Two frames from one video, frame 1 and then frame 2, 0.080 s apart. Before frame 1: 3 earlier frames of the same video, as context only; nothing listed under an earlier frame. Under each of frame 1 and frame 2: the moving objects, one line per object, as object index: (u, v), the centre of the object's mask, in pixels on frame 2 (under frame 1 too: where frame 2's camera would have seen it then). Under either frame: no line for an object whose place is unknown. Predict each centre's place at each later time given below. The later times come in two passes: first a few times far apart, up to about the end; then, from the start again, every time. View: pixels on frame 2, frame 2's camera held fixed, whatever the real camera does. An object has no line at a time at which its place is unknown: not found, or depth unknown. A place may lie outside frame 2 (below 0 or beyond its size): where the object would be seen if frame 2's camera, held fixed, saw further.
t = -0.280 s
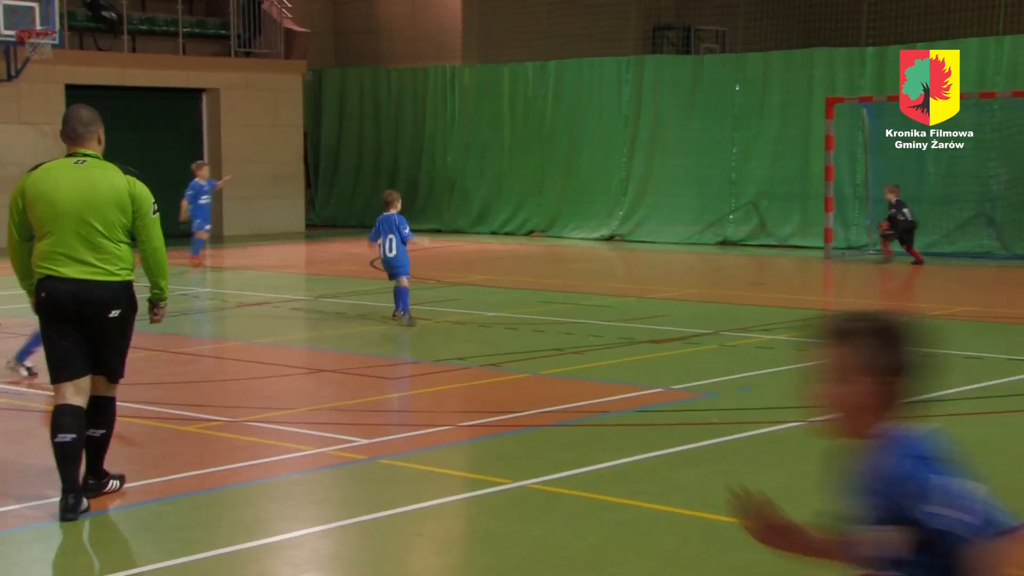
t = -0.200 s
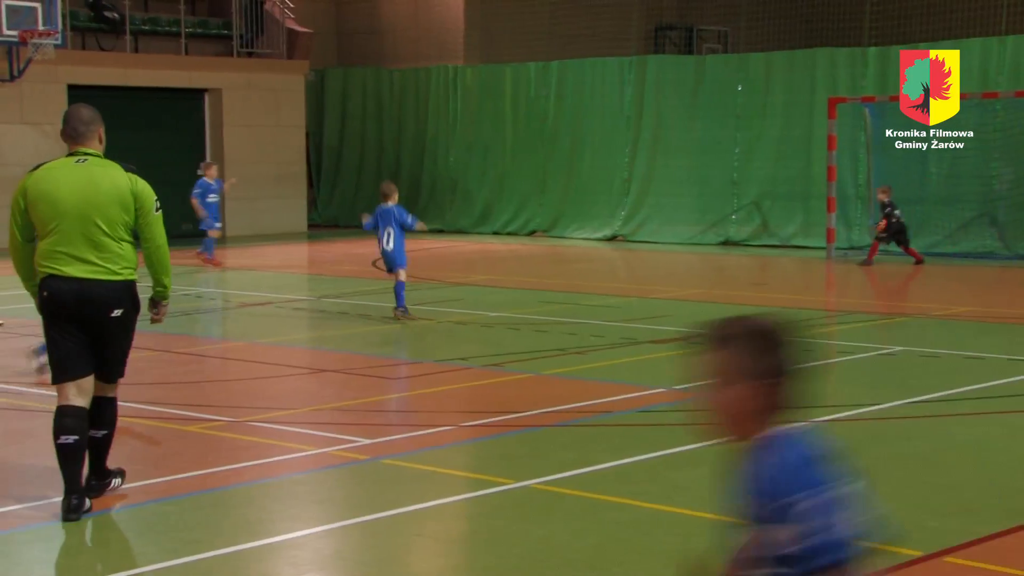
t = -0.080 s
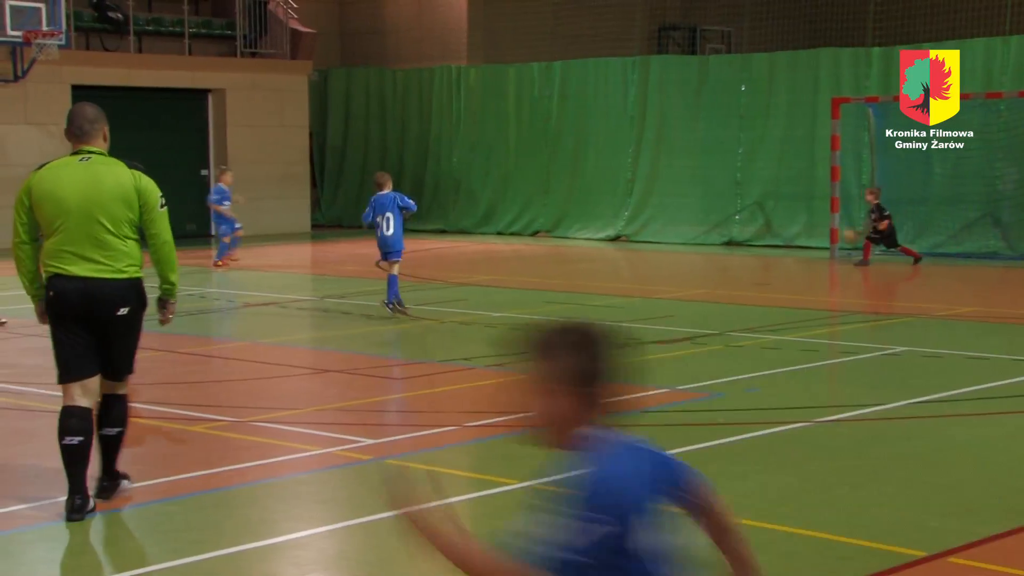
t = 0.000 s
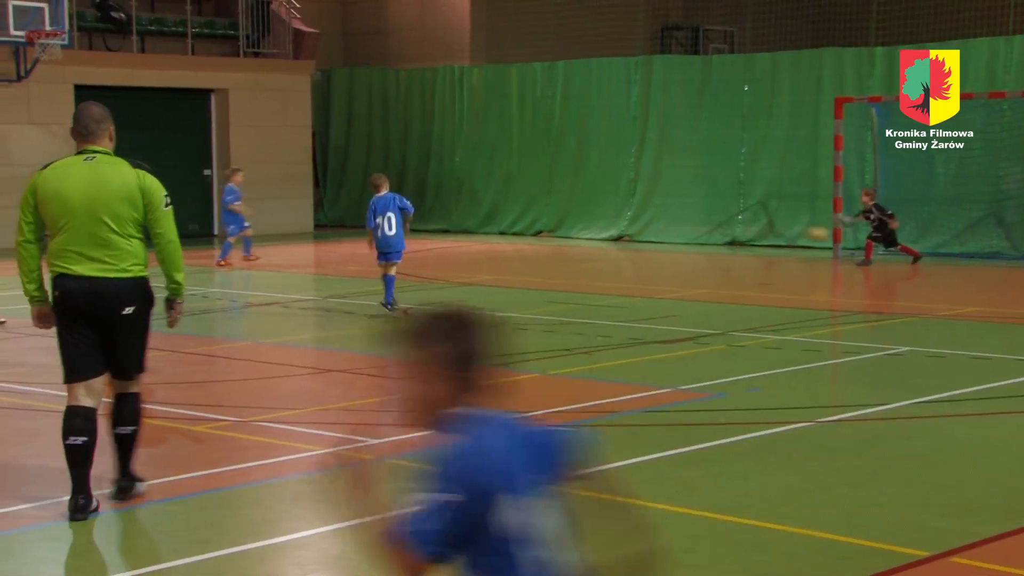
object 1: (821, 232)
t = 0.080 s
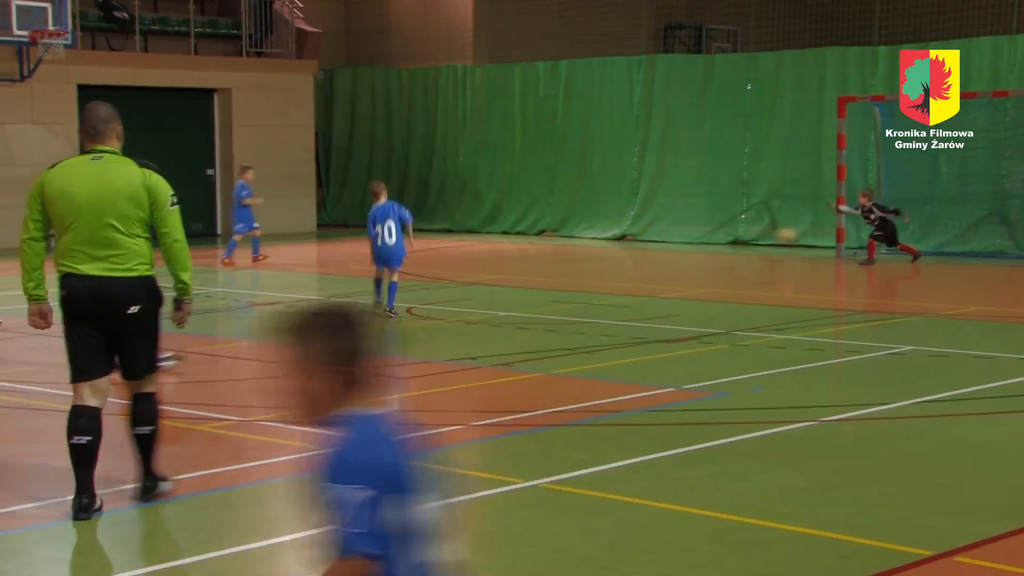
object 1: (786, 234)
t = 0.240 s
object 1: (719, 251)
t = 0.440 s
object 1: (658, 241)
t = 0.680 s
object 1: (588, 250)
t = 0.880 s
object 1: (533, 251)
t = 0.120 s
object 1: (769, 237)
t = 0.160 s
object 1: (752, 241)
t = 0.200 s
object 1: (737, 246)
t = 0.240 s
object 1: (719, 251)
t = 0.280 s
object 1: (704, 250)
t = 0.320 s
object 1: (692, 246)
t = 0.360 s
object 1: (680, 243)
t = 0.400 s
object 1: (669, 241)
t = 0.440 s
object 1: (658, 241)
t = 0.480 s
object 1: (644, 240)
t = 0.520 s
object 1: (633, 243)
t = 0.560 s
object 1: (623, 247)
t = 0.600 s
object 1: (612, 251)
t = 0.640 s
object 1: (599, 252)
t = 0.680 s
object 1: (588, 250)
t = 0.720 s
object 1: (578, 247)
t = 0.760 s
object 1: (566, 246)
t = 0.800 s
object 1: (555, 246)
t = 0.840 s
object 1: (543, 247)
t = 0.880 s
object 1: (533, 251)
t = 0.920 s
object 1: (521, 252)
